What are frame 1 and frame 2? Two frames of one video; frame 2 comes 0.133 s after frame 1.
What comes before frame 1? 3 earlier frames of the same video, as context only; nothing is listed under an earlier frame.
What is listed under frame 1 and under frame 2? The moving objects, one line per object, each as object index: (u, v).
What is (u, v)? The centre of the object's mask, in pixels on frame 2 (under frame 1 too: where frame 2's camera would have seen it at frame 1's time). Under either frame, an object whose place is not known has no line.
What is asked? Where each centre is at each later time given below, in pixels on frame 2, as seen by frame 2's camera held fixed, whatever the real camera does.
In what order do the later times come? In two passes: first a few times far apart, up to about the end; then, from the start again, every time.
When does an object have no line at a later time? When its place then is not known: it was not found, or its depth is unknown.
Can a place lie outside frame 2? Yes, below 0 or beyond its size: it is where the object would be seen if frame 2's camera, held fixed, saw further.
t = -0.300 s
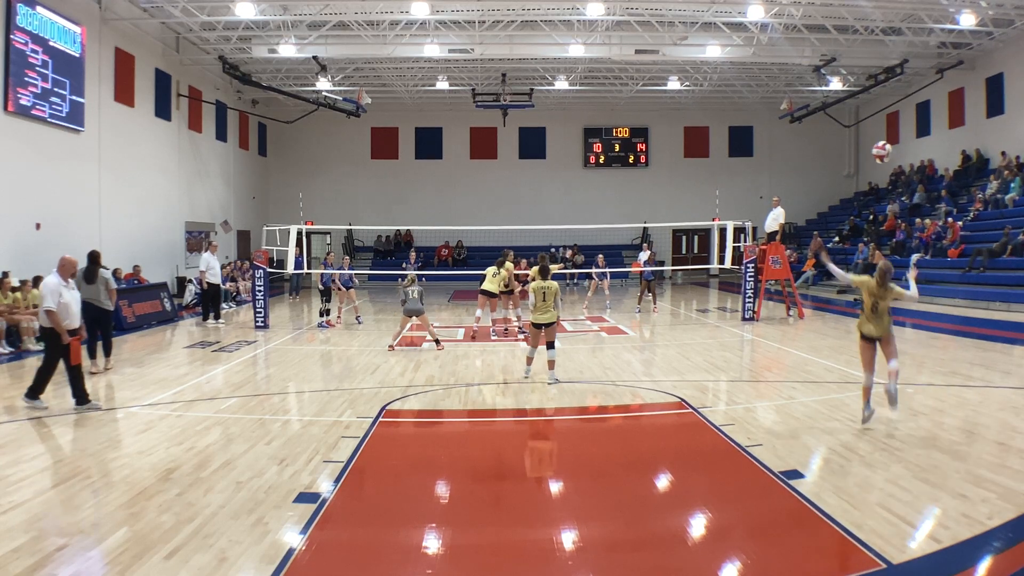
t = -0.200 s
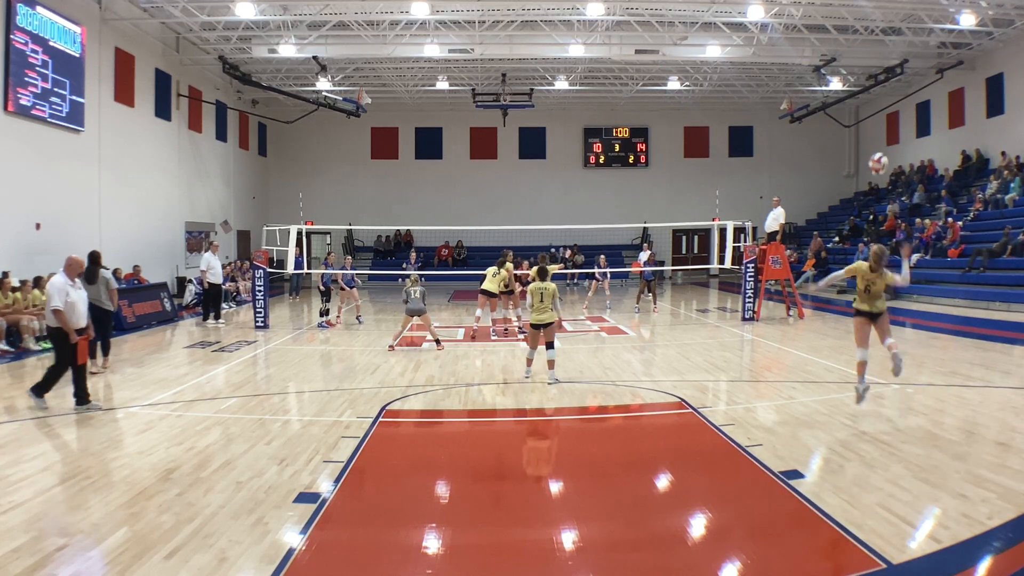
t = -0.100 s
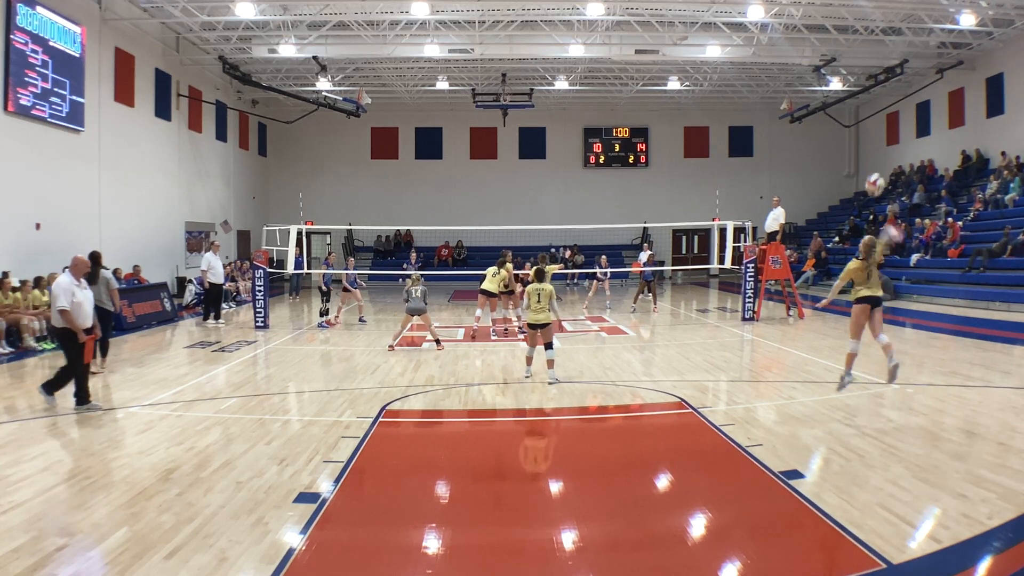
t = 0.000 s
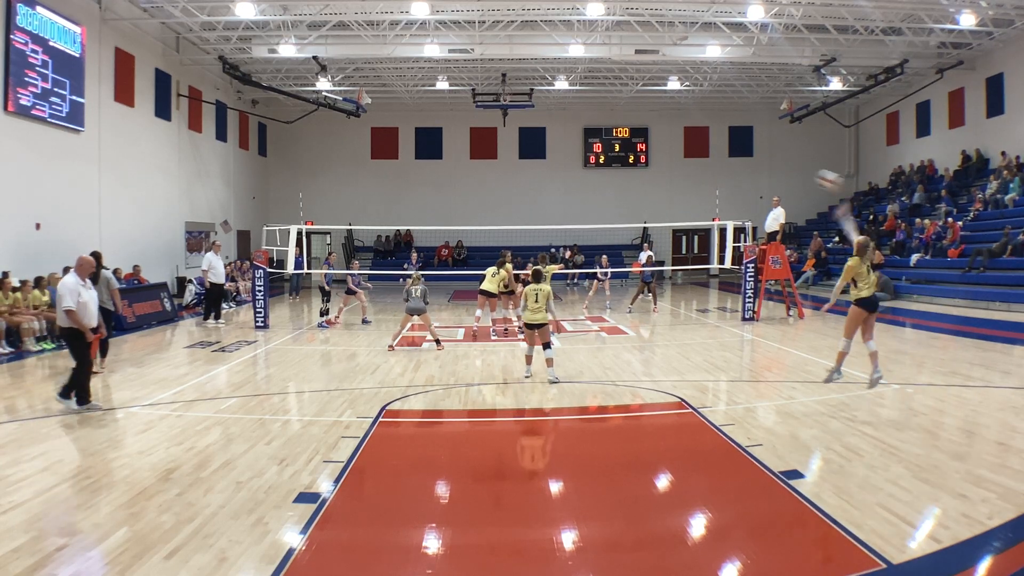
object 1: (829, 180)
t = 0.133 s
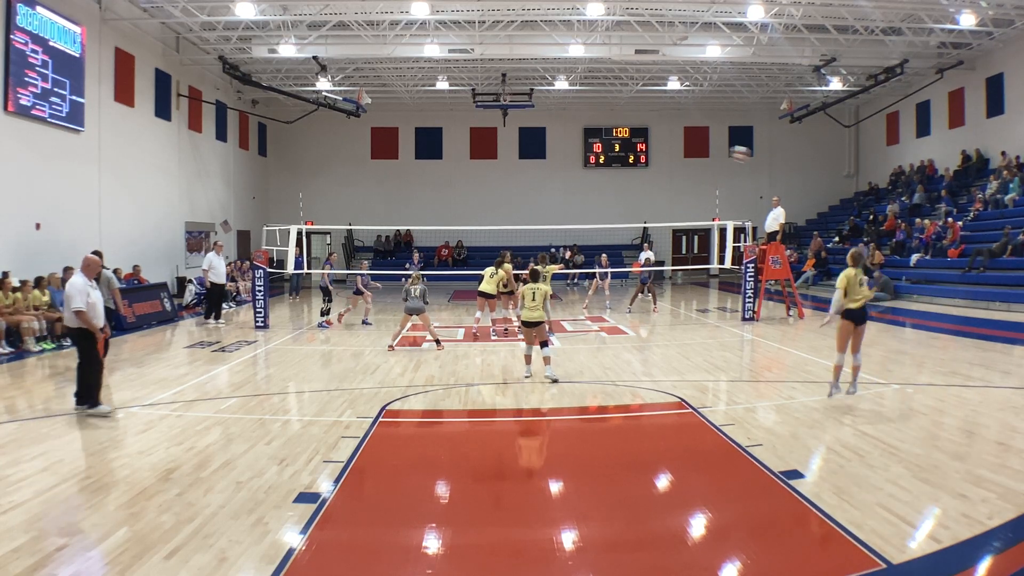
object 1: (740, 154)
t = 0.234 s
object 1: (691, 147)
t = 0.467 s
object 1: (616, 157)
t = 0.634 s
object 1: (583, 175)
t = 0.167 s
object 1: (723, 151)
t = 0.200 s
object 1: (706, 148)
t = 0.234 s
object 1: (691, 147)
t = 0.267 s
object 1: (678, 147)
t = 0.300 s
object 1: (665, 147)
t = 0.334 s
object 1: (654, 148)
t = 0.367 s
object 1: (642, 149)
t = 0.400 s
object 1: (632, 151)
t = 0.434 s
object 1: (624, 154)
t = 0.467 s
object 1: (616, 157)
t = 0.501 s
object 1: (608, 160)
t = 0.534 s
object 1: (600, 164)
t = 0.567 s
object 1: (594, 167)
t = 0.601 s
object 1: (588, 171)
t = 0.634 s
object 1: (583, 175)
